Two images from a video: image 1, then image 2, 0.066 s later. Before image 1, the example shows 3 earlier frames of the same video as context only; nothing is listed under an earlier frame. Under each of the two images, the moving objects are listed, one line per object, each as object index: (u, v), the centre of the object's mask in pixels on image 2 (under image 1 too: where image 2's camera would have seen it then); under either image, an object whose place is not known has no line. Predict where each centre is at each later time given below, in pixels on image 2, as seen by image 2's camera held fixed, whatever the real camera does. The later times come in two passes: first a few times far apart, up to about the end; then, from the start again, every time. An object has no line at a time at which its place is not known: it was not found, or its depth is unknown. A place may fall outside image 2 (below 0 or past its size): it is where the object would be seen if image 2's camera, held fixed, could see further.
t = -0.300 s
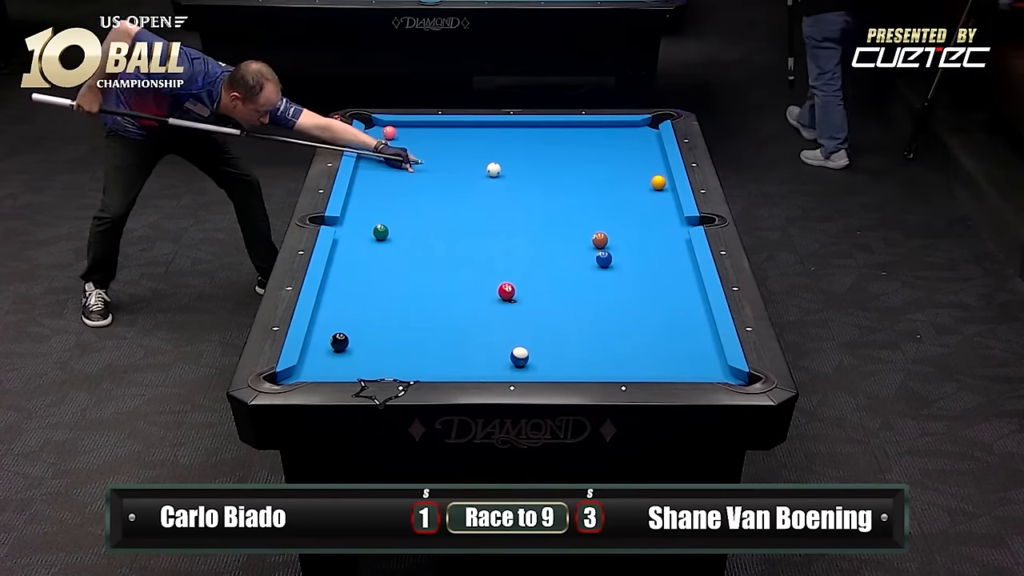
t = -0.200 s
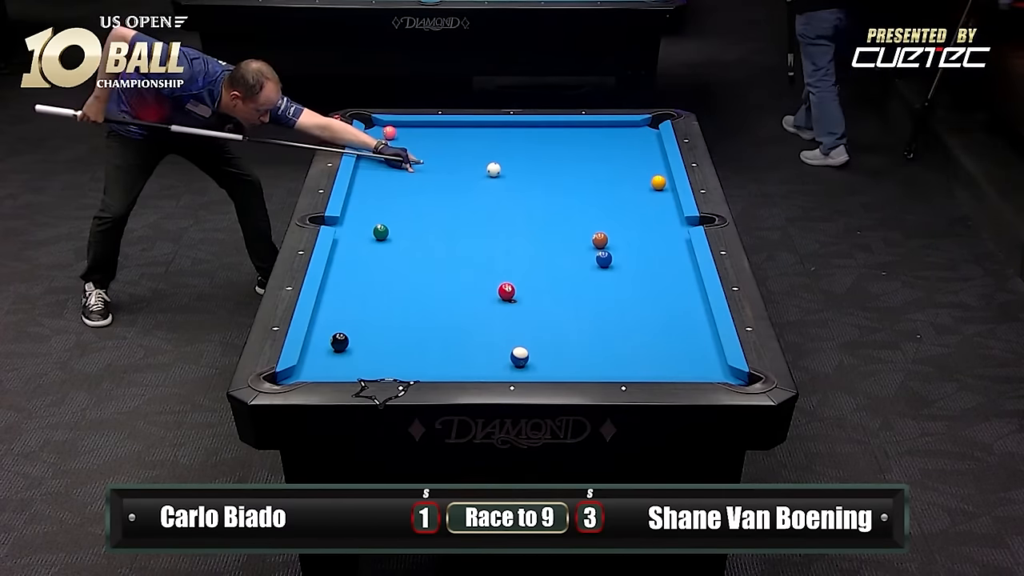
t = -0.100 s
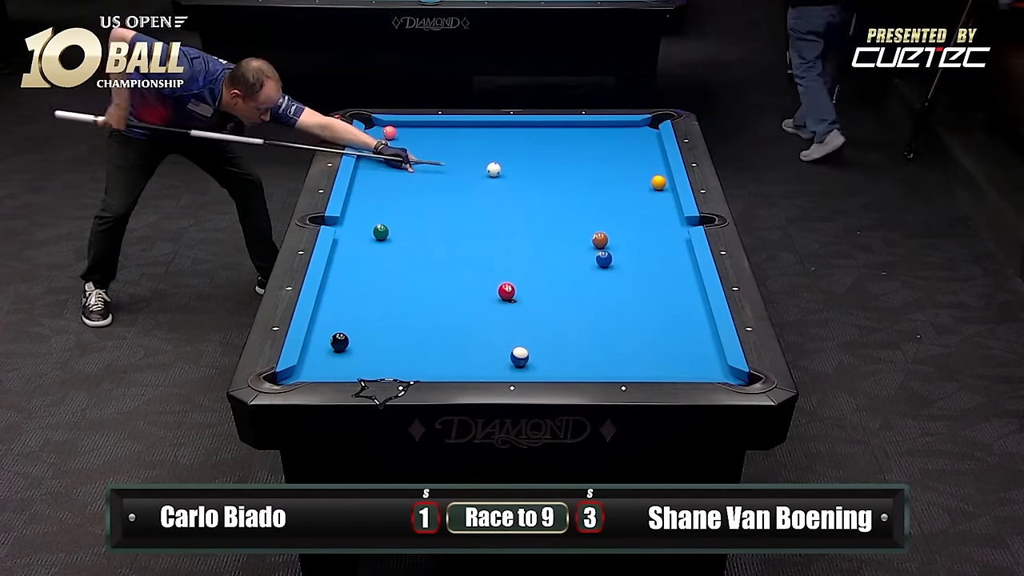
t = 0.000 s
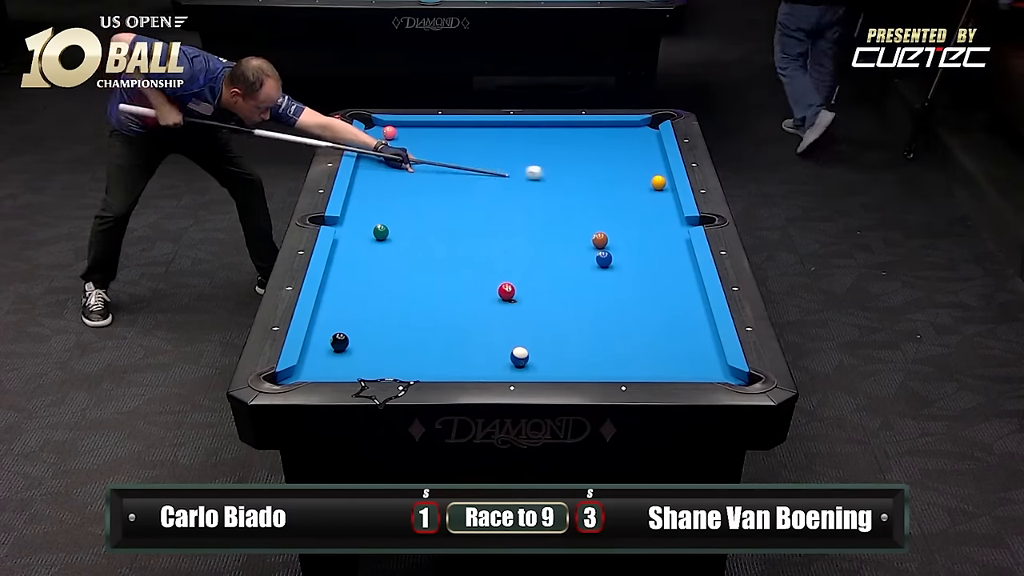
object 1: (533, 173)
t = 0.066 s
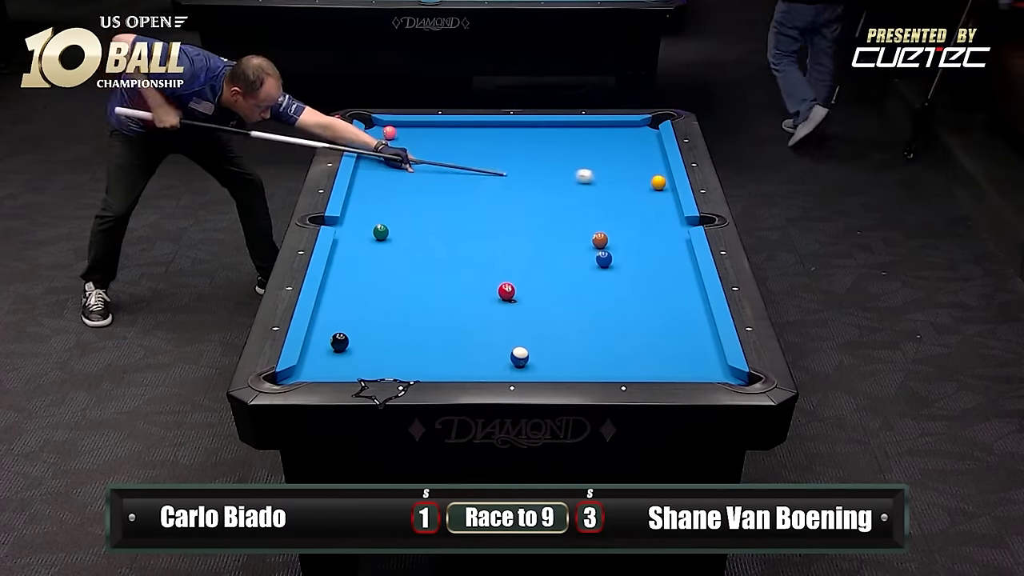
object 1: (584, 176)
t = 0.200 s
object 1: (651, 176)
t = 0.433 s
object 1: (651, 161)
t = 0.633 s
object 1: (634, 151)
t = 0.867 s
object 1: (611, 140)
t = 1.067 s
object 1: (592, 130)
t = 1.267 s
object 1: (574, 125)
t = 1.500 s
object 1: (552, 131)
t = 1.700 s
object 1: (536, 136)
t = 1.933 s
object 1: (514, 142)
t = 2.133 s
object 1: (499, 146)
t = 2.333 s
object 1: (481, 151)
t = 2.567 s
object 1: (463, 155)
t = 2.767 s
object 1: (445, 160)
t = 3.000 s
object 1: (429, 165)
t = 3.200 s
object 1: (412, 169)
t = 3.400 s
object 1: (398, 173)
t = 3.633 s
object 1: (380, 177)
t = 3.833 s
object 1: (367, 180)
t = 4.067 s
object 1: (357, 185)
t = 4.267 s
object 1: (364, 187)
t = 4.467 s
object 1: (369, 189)
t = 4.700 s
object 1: (376, 192)
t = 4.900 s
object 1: (380, 194)
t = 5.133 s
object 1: (385, 196)
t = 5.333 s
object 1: (388, 197)
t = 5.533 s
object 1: (392, 199)
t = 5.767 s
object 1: (394, 200)
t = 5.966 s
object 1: (397, 201)
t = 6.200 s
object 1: (399, 202)
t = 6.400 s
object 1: (400, 202)
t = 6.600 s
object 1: (401, 202)
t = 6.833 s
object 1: (401, 202)
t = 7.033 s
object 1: (401, 202)
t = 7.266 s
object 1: (400, 202)
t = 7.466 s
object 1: (400, 202)
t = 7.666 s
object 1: (400, 202)
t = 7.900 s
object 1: (400, 202)
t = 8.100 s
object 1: (400, 202)
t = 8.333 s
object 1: (400, 202)
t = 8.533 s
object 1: (400, 202)
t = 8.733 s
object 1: (400, 202)
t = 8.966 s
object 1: (400, 202)
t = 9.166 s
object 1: (400, 202)
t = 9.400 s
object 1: (400, 202)
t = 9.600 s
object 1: (400, 202)
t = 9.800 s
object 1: (400, 202)
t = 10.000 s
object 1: (400, 202)
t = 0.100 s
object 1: (618, 178)
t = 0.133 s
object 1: (645, 180)
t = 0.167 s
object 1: (647, 176)
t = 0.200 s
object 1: (651, 176)
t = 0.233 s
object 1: (653, 174)
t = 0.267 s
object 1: (654, 172)
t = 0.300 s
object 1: (655, 169)
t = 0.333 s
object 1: (655, 167)
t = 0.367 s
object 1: (654, 165)
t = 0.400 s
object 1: (653, 163)
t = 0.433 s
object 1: (651, 161)
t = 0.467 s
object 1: (650, 160)
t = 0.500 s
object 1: (648, 158)
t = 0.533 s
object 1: (644, 156)
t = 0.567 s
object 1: (641, 154)
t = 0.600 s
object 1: (637, 153)
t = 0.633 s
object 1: (634, 151)
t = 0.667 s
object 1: (631, 149)
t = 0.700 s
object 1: (626, 147)
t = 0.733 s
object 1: (622, 145)
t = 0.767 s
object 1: (619, 144)
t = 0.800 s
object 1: (616, 142)
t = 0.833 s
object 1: (612, 140)
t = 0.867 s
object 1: (611, 140)
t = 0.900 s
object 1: (607, 138)
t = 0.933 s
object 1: (604, 136)
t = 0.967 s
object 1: (601, 135)
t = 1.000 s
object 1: (598, 133)
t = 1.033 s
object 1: (595, 132)
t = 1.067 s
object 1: (592, 130)
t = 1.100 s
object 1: (588, 128)
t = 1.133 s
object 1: (584, 127)
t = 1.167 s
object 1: (581, 125)
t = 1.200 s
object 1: (579, 124)
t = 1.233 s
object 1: (576, 125)
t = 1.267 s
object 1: (574, 125)
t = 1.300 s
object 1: (571, 126)
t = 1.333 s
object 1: (568, 127)
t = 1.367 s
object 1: (565, 128)
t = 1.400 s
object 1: (562, 128)
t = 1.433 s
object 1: (559, 129)
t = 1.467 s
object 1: (556, 130)
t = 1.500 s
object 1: (552, 131)
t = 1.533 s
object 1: (549, 132)
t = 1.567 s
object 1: (546, 133)
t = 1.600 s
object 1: (543, 134)
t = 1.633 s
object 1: (540, 135)
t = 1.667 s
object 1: (538, 135)
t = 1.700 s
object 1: (536, 136)
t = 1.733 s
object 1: (533, 137)
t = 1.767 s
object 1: (530, 137)
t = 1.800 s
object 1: (527, 138)
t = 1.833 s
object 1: (524, 139)
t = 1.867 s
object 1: (521, 140)
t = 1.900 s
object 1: (517, 141)
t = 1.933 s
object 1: (514, 142)
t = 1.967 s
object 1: (511, 142)
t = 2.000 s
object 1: (509, 143)
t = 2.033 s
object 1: (505, 144)
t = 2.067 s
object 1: (504, 144)
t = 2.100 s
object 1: (501, 145)
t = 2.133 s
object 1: (499, 146)
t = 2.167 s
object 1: (496, 147)
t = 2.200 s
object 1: (493, 147)
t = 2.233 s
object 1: (490, 148)
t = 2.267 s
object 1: (487, 149)
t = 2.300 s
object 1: (483, 150)
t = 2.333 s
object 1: (481, 151)
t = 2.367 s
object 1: (478, 151)
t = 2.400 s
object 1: (475, 152)
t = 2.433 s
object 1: (472, 153)
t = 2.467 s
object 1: (471, 153)
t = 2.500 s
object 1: (468, 154)
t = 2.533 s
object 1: (466, 155)
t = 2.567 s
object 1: (463, 155)
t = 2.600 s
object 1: (460, 156)
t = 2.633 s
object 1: (457, 157)
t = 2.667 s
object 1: (455, 158)
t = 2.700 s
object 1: (451, 159)
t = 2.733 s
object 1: (448, 159)
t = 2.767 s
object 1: (445, 160)
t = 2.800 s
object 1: (443, 161)
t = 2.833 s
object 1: (440, 161)
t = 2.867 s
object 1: (439, 162)
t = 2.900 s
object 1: (436, 163)
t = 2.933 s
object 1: (434, 163)
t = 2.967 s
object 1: (431, 164)
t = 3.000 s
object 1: (429, 165)
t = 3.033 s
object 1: (426, 165)
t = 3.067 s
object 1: (423, 166)
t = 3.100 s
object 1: (420, 167)
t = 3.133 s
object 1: (417, 168)
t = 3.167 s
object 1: (414, 168)
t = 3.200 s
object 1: (412, 169)
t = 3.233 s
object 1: (409, 170)
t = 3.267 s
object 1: (408, 170)
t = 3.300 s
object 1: (405, 171)
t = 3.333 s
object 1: (403, 171)
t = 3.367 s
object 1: (401, 172)
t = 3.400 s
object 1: (398, 173)
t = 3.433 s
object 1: (396, 173)
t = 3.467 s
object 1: (393, 174)
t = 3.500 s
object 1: (390, 175)
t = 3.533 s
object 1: (387, 175)
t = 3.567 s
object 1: (385, 176)
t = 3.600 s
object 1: (382, 177)
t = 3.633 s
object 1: (380, 177)
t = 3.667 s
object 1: (379, 178)
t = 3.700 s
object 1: (377, 178)
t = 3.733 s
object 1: (374, 179)
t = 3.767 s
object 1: (372, 179)
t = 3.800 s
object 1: (370, 180)
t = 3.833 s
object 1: (367, 180)
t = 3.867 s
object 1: (365, 181)
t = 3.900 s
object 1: (361, 182)
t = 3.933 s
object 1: (359, 183)
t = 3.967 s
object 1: (357, 183)
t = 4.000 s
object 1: (356, 184)
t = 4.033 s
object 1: (357, 184)
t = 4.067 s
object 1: (357, 185)
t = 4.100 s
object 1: (358, 185)
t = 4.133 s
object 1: (359, 185)
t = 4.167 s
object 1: (361, 186)
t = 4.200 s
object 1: (362, 186)
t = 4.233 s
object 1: (363, 187)
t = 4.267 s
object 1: (364, 187)
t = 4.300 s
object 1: (365, 187)
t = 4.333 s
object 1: (366, 188)
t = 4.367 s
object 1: (367, 188)
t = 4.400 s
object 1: (368, 189)
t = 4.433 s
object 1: (369, 189)
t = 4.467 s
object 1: (369, 189)
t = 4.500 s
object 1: (370, 190)
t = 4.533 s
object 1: (371, 190)
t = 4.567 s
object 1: (372, 190)
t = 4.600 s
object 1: (373, 190)
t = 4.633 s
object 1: (374, 191)
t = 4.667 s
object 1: (375, 191)
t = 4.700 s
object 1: (376, 192)
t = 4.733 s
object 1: (376, 192)
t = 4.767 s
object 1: (377, 193)
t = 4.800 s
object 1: (378, 193)
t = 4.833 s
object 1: (379, 193)
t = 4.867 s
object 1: (379, 193)
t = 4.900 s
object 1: (380, 194)
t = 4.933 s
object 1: (381, 194)
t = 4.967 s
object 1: (381, 195)
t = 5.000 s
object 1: (382, 195)
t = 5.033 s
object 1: (383, 195)
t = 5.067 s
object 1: (383, 195)
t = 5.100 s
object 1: (384, 195)
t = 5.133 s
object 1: (385, 196)
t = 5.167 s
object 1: (385, 196)
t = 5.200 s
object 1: (386, 196)
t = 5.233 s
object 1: (387, 197)
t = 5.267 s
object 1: (387, 197)
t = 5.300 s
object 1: (388, 197)
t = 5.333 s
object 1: (388, 197)
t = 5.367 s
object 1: (389, 197)
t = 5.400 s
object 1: (389, 198)
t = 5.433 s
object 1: (390, 198)
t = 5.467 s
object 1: (390, 198)
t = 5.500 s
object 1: (391, 198)
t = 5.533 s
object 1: (392, 199)
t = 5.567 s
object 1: (392, 199)
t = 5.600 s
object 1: (392, 199)
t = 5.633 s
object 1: (393, 199)
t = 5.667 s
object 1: (393, 199)
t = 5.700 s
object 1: (394, 199)
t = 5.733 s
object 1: (394, 199)
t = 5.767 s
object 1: (394, 200)
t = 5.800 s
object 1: (395, 200)
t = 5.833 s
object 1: (395, 200)
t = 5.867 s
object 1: (395, 200)
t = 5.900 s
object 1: (396, 201)
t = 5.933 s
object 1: (396, 201)
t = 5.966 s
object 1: (397, 201)
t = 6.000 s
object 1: (397, 201)
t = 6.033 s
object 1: (397, 201)
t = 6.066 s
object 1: (397, 201)
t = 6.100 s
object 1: (398, 201)
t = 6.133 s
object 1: (398, 201)
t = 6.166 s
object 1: (399, 201)
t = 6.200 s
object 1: (399, 202)
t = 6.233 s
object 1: (399, 202)
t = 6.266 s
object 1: (399, 202)
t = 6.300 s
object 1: (400, 202)
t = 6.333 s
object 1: (400, 202)
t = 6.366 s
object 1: (400, 202)
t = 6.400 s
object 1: (400, 202)
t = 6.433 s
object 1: (400, 202)
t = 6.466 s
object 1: (400, 202)
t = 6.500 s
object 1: (400, 202)
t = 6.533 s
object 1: (400, 202)
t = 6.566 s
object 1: (401, 202)
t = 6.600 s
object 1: (401, 202)
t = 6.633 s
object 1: (401, 202)
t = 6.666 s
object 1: (401, 202)
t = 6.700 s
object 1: (401, 202)
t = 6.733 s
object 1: (401, 202)
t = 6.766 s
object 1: (401, 202)
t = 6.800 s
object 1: (401, 202)
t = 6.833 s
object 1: (401, 202)
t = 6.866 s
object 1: (401, 202)
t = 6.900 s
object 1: (401, 202)
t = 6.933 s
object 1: (401, 202)
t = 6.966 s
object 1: (401, 202)
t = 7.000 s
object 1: (401, 202)
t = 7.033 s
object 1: (401, 202)
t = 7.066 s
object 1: (401, 202)
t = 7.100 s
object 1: (400, 202)
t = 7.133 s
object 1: (400, 202)
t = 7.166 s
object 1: (400, 202)
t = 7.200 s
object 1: (400, 202)
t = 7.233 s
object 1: (400, 202)
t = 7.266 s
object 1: (400, 202)
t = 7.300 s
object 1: (400, 202)
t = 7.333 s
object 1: (400, 202)
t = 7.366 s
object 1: (400, 202)
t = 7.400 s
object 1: (400, 202)
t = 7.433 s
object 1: (400, 202)
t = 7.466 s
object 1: (400, 202)
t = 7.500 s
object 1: (400, 202)
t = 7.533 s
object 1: (400, 202)
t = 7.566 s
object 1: (400, 202)
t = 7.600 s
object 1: (400, 202)
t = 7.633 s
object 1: (400, 202)
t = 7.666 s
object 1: (400, 202)
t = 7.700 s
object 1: (400, 202)
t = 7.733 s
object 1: (400, 202)
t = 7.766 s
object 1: (400, 202)
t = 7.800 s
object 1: (400, 202)
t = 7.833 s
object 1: (400, 202)
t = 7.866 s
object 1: (400, 202)
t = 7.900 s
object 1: (400, 202)
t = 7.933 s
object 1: (400, 202)
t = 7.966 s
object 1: (400, 202)
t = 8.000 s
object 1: (400, 202)
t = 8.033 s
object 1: (400, 202)
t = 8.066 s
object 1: (400, 202)
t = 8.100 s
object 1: (400, 202)
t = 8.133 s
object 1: (400, 202)
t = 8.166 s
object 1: (400, 202)
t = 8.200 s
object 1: (400, 202)
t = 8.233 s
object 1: (400, 202)
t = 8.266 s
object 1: (400, 202)
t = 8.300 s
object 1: (400, 202)
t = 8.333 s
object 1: (400, 202)
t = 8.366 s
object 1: (400, 202)
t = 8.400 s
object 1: (400, 202)
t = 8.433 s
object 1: (400, 202)
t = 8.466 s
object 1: (400, 202)
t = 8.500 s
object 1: (400, 202)
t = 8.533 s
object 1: (400, 202)
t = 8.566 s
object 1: (400, 202)
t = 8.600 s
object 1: (400, 202)
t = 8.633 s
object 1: (400, 202)
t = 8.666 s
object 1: (400, 202)
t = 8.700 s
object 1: (400, 202)
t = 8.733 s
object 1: (400, 202)
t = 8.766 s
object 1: (400, 202)
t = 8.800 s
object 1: (400, 202)
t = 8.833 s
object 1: (400, 202)
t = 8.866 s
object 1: (400, 202)
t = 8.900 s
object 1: (400, 202)
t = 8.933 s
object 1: (400, 202)
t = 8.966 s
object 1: (400, 202)
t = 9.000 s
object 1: (400, 202)
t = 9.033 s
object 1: (400, 202)
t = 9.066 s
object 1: (400, 202)
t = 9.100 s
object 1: (400, 202)
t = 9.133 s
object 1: (400, 202)
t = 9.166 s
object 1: (400, 202)
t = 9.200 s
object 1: (400, 202)
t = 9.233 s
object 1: (400, 202)
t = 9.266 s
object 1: (400, 202)
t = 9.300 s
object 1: (400, 202)
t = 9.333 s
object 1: (400, 202)
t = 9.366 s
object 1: (400, 202)
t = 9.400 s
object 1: (400, 202)
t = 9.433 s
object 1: (400, 202)
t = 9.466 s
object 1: (400, 202)
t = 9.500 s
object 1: (400, 202)
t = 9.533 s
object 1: (400, 202)
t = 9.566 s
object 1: (400, 202)
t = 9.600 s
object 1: (400, 202)
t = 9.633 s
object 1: (400, 202)
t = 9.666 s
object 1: (400, 202)
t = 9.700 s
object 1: (400, 202)
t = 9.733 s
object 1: (400, 202)
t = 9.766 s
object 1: (400, 202)
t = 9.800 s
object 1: (400, 202)
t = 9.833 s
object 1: (400, 202)
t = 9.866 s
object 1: (400, 202)
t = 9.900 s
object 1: (400, 202)
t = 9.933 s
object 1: (400, 202)
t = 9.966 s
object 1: (400, 202)
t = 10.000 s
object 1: (400, 202)
